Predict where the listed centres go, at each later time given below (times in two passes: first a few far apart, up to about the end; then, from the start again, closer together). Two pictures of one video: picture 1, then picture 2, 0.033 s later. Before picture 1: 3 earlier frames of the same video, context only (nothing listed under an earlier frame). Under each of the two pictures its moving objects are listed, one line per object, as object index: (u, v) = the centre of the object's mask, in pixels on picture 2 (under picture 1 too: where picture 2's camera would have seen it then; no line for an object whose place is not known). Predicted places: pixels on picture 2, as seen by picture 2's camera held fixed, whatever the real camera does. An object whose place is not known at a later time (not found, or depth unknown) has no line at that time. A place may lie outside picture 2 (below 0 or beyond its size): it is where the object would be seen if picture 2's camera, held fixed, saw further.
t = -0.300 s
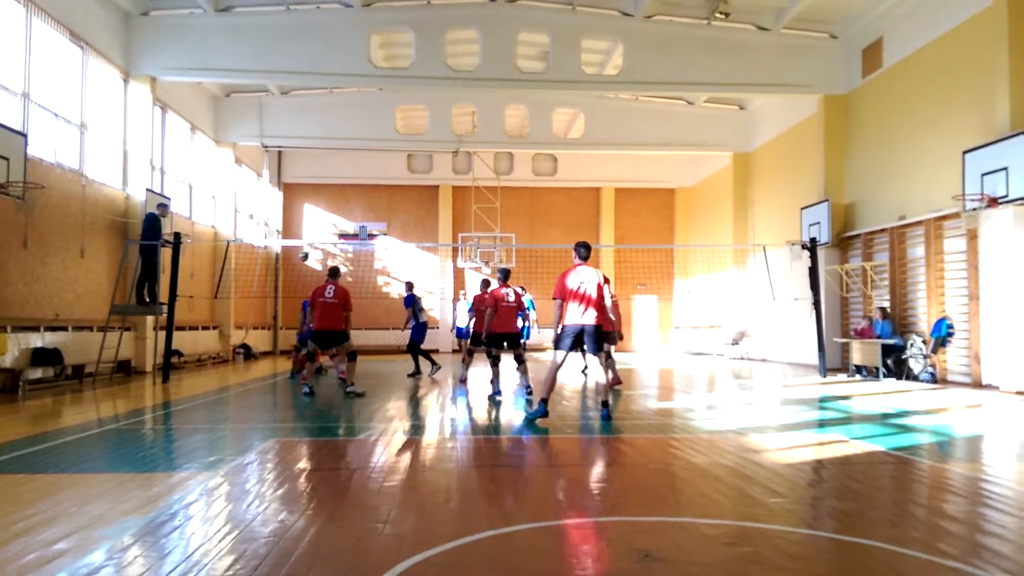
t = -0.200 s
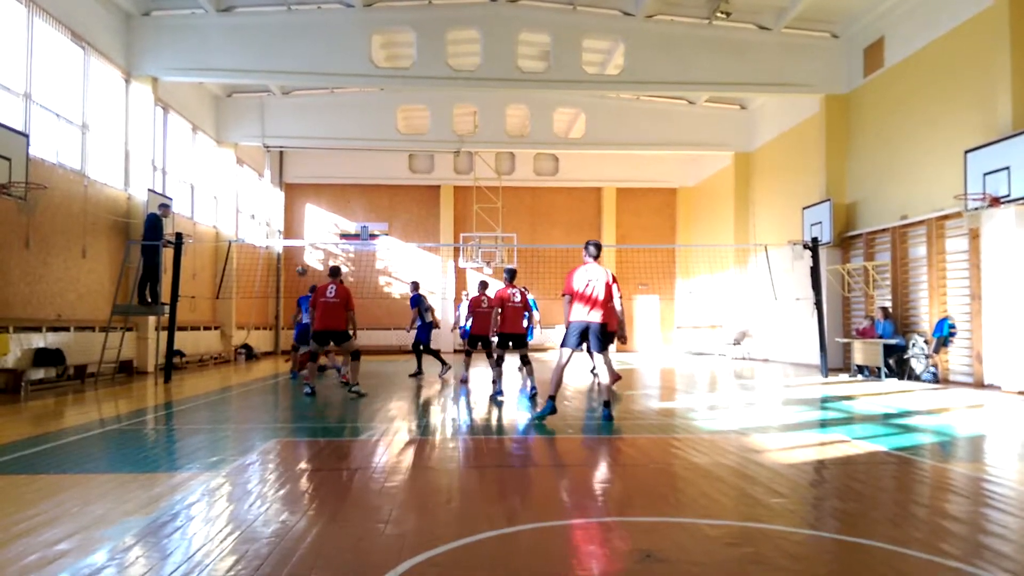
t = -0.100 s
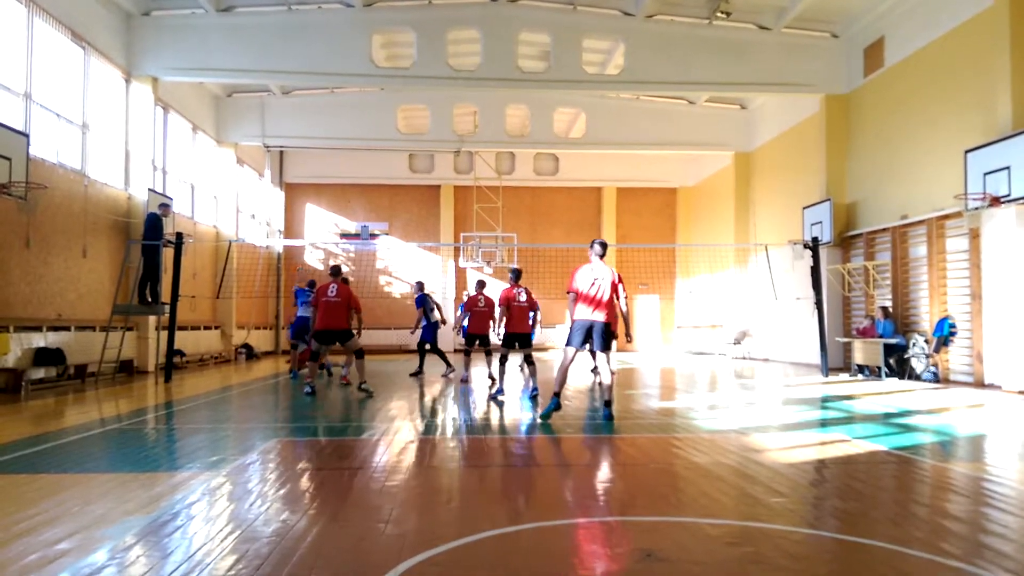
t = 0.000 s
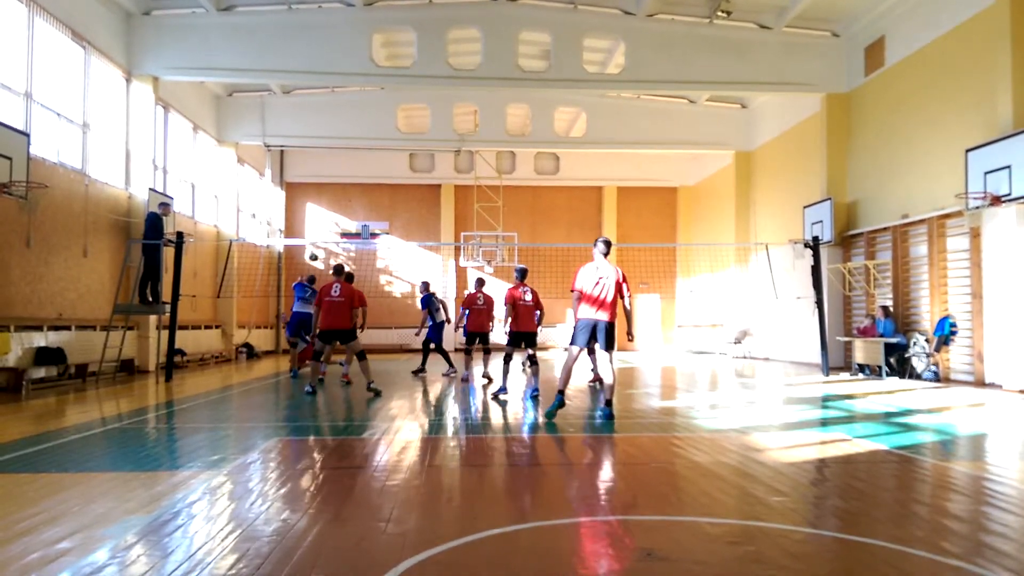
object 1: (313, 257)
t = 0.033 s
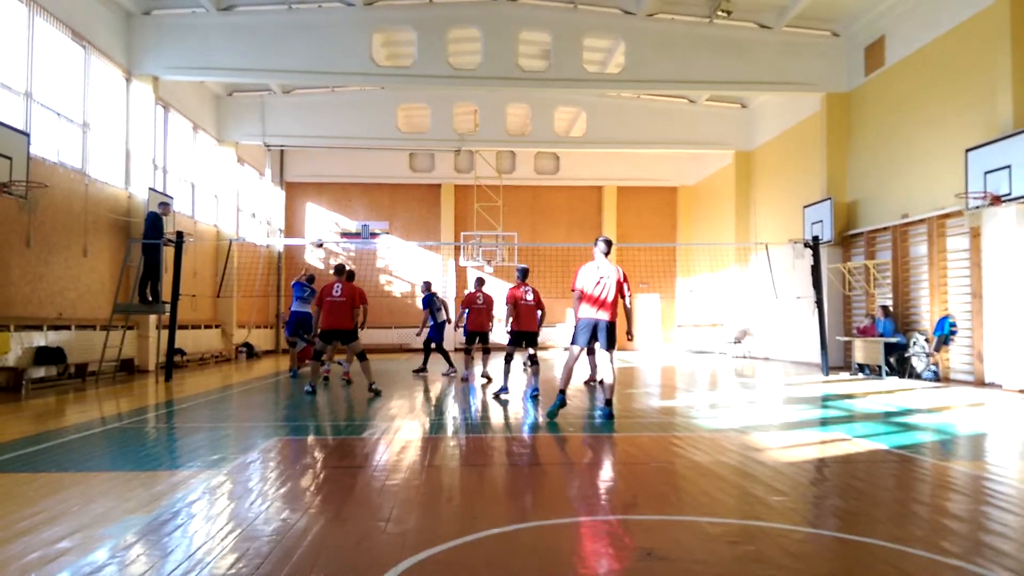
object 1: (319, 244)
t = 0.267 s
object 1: (361, 160)
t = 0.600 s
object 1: (412, 92)
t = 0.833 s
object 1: (446, 77)
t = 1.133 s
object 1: (487, 96)
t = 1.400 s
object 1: (521, 147)
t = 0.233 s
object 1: (354, 170)
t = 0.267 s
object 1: (361, 160)
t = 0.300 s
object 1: (365, 151)
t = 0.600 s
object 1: (412, 92)
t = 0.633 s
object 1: (417, 88)
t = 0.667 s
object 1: (422, 85)
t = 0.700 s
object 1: (427, 83)
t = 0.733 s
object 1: (431, 80)
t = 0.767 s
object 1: (436, 79)
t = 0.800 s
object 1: (441, 78)
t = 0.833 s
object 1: (446, 77)
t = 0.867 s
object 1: (450, 78)
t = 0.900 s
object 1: (455, 78)
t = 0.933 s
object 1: (460, 79)
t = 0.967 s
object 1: (465, 81)
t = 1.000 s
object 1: (469, 82)
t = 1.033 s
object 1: (474, 85)
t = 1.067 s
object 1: (478, 89)
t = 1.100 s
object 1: (483, 92)
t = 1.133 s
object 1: (487, 96)
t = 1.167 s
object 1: (492, 101)
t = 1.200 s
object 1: (497, 106)
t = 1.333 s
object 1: (513, 132)
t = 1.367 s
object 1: (518, 139)
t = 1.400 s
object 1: (521, 147)
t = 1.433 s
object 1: (525, 156)
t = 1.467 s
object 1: (529, 164)
